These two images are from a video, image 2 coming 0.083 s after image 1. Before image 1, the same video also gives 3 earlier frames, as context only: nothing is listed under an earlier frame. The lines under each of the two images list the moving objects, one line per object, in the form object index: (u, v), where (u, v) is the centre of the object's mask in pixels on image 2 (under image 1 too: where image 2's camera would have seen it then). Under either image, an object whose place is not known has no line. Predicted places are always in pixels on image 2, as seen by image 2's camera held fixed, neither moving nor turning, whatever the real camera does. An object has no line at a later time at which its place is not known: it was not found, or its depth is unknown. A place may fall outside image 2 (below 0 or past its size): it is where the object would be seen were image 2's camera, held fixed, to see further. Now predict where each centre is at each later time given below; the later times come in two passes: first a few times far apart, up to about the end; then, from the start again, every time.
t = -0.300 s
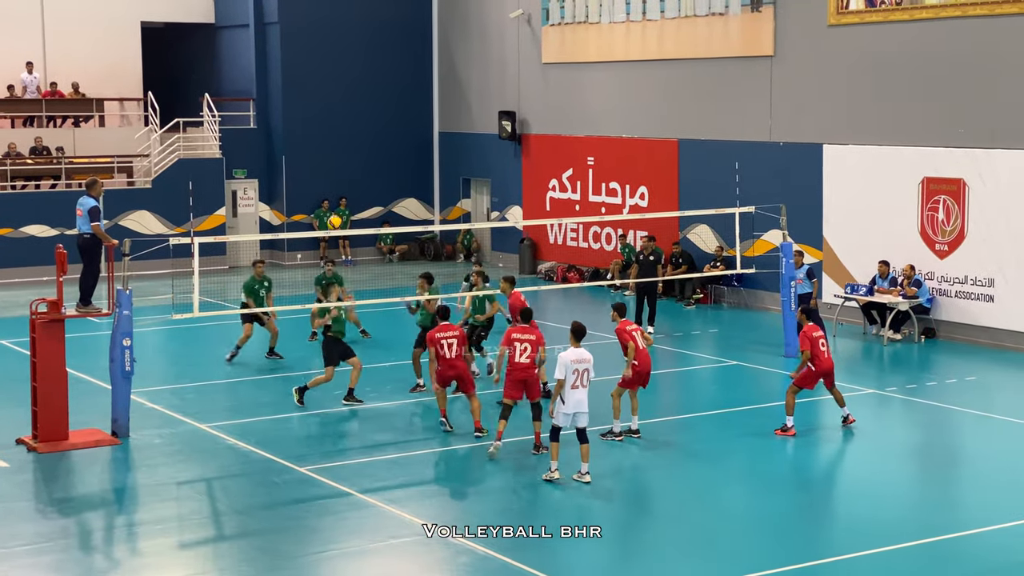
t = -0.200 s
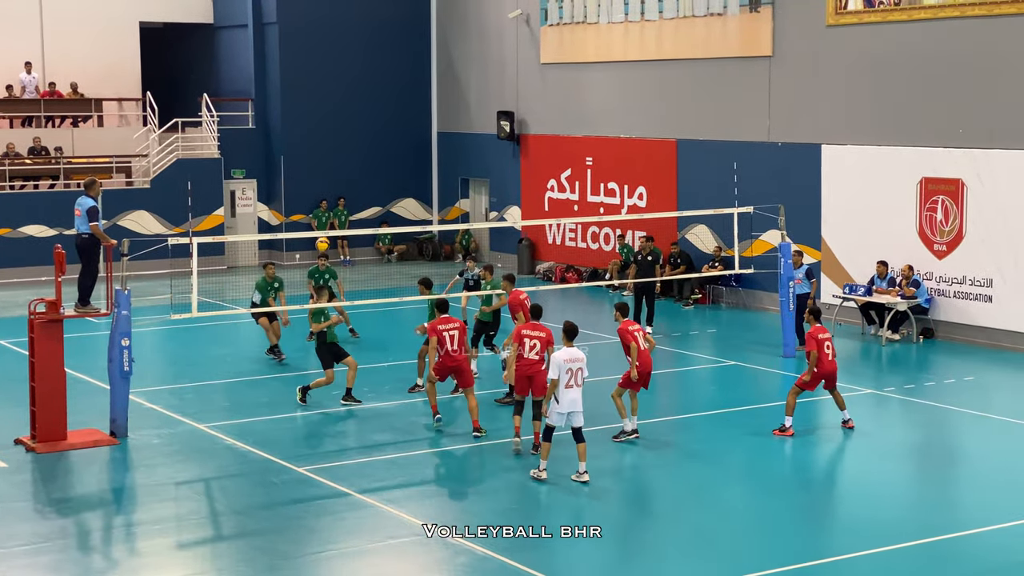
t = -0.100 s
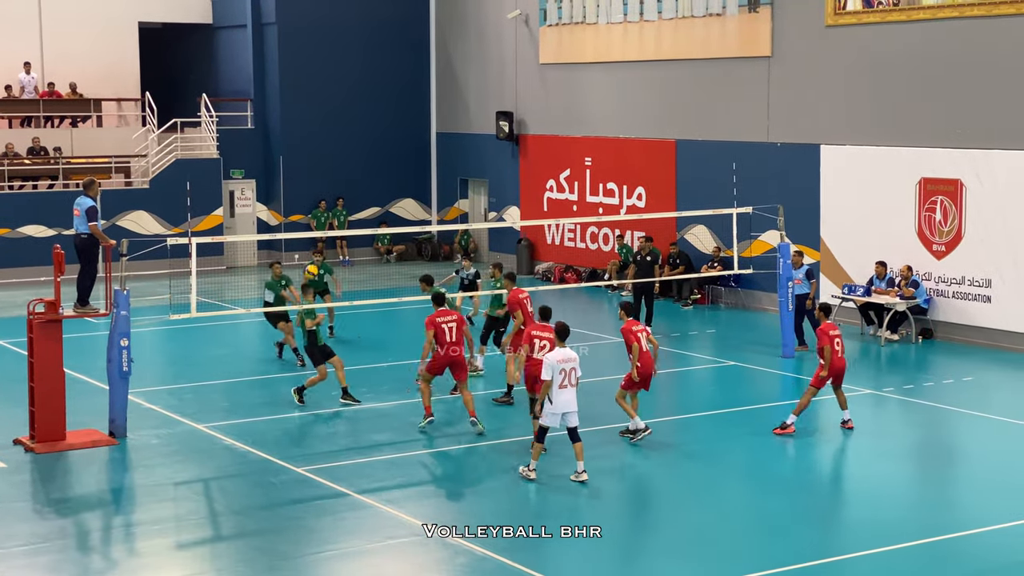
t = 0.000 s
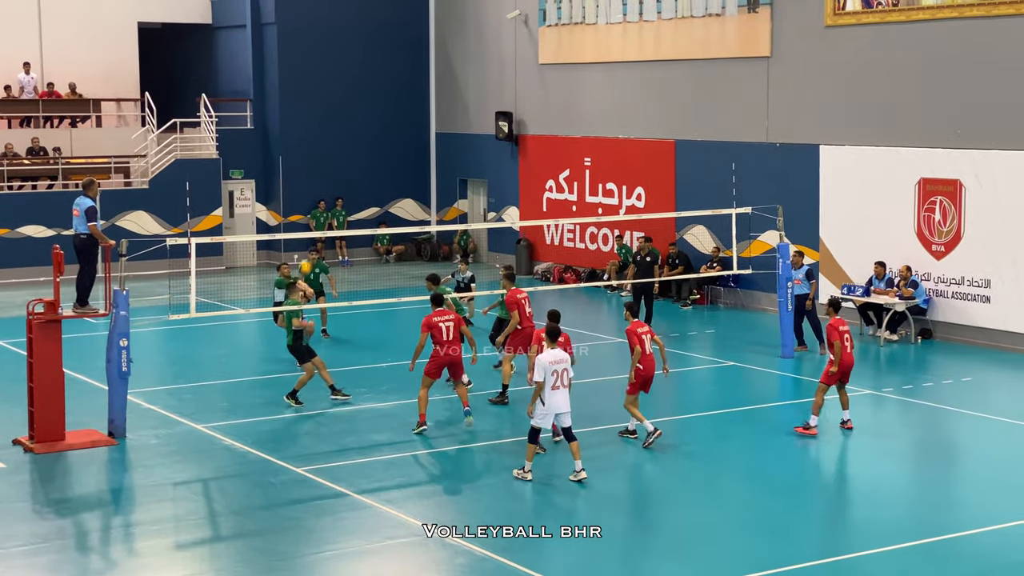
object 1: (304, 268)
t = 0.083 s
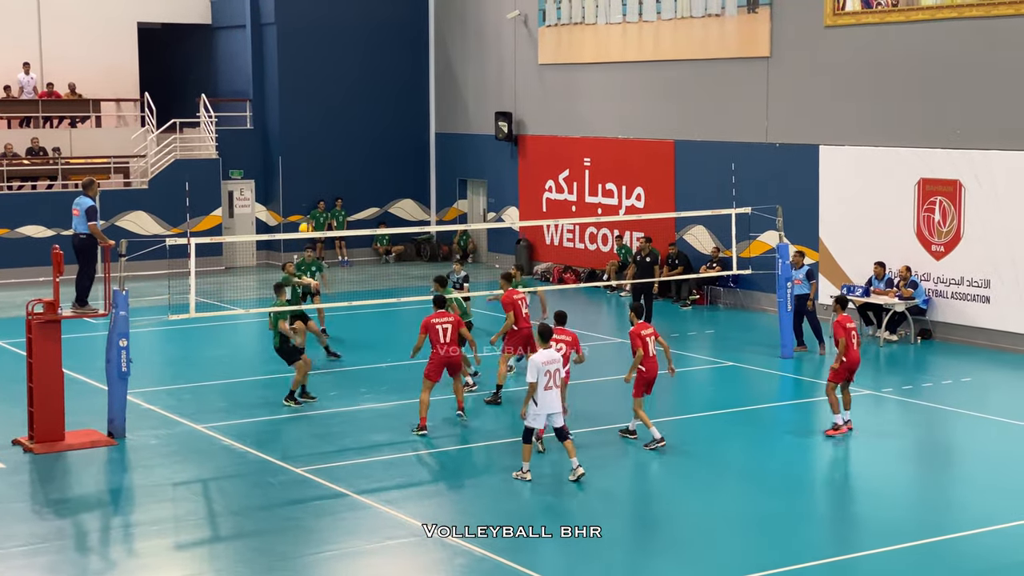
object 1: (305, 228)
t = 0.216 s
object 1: (305, 181)
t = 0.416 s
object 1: (306, 132)
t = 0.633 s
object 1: (306, 110)
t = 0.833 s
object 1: (307, 115)
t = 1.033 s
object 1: (309, 141)
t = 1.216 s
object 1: (311, 183)
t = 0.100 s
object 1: (305, 223)
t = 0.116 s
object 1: (305, 216)
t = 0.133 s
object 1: (305, 210)
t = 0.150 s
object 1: (305, 204)
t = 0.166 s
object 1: (305, 198)
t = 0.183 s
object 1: (305, 192)
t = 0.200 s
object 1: (305, 186)
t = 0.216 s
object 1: (305, 181)
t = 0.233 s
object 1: (305, 176)
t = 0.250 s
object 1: (305, 171)
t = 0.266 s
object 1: (305, 166)
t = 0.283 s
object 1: (305, 162)
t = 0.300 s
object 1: (305, 158)
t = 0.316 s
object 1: (305, 153)
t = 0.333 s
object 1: (305, 149)
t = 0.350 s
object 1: (305, 146)
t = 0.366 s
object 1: (305, 142)
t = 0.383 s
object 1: (305, 139)
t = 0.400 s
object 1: (305, 136)
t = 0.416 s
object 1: (306, 132)
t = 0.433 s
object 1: (306, 130)
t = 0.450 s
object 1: (305, 127)
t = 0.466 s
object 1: (306, 125)
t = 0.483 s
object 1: (306, 123)
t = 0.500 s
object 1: (306, 121)
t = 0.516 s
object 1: (306, 119)
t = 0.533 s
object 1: (306, 117)
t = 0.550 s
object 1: (306, 115)
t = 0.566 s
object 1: (306, 114)
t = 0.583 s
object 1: (306, 113)
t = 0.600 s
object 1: (306, 112)
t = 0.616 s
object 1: (306, 111)
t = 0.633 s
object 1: (306, 110)
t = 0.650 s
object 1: (306, 110)
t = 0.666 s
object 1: (307, 109)
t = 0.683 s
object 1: (307, 109)
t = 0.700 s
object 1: (306, 109)
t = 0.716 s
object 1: (307, 109)
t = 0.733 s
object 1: (307, 110)
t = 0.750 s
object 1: (307, 110)
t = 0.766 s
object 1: (307, 110)
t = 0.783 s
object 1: (307, 111)
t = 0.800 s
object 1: (307, 112)
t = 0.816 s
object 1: (307, 114)
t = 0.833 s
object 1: (307, 115)
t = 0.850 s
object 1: (308, 116)
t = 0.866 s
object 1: (308, 118)
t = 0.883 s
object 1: (308, 119)
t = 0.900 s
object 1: (308, 121)
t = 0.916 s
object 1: (308, 123)
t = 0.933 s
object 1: (308, 125)
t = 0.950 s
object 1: (309, 128)
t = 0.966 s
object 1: (308, 130)
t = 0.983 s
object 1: (309, 133)
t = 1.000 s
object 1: (309, 136)
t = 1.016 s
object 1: (309, 138)
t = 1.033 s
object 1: (309, 141)
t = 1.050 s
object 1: (309, 145)
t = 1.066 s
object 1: (309, 148)
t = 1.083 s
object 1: (310, 151)
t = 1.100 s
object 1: (310, 155)
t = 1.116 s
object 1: (310, 158)
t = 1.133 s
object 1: (310, 162)
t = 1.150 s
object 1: (310, 166)
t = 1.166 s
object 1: (311, 170)
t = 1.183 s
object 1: (311, 175)
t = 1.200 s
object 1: (311, 179)
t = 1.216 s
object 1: (311, 183)
